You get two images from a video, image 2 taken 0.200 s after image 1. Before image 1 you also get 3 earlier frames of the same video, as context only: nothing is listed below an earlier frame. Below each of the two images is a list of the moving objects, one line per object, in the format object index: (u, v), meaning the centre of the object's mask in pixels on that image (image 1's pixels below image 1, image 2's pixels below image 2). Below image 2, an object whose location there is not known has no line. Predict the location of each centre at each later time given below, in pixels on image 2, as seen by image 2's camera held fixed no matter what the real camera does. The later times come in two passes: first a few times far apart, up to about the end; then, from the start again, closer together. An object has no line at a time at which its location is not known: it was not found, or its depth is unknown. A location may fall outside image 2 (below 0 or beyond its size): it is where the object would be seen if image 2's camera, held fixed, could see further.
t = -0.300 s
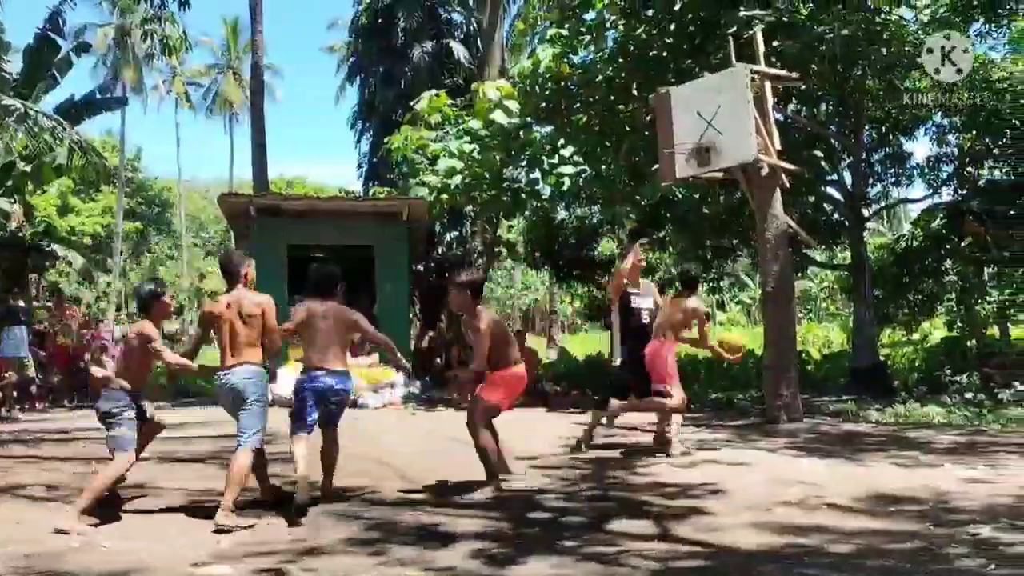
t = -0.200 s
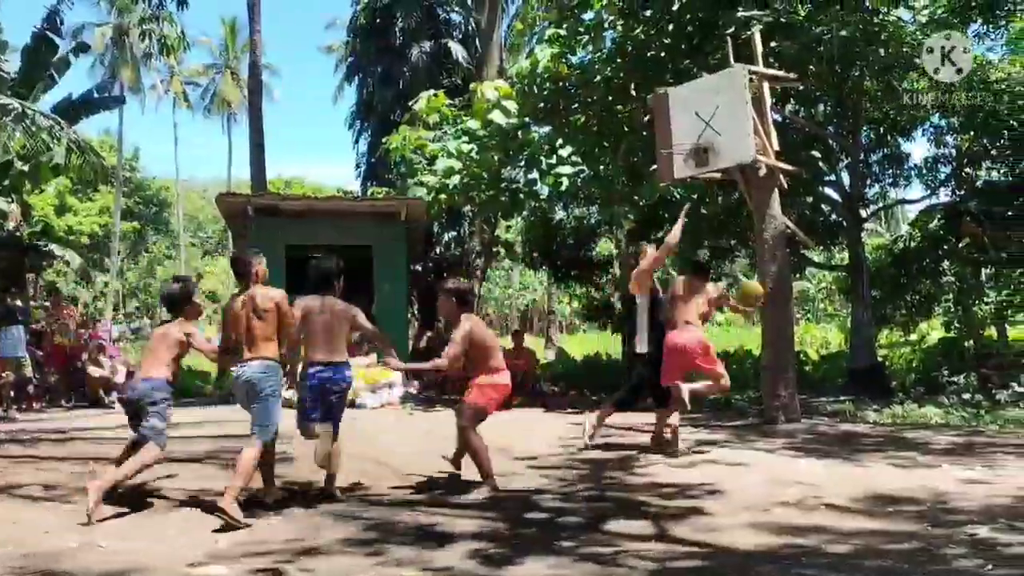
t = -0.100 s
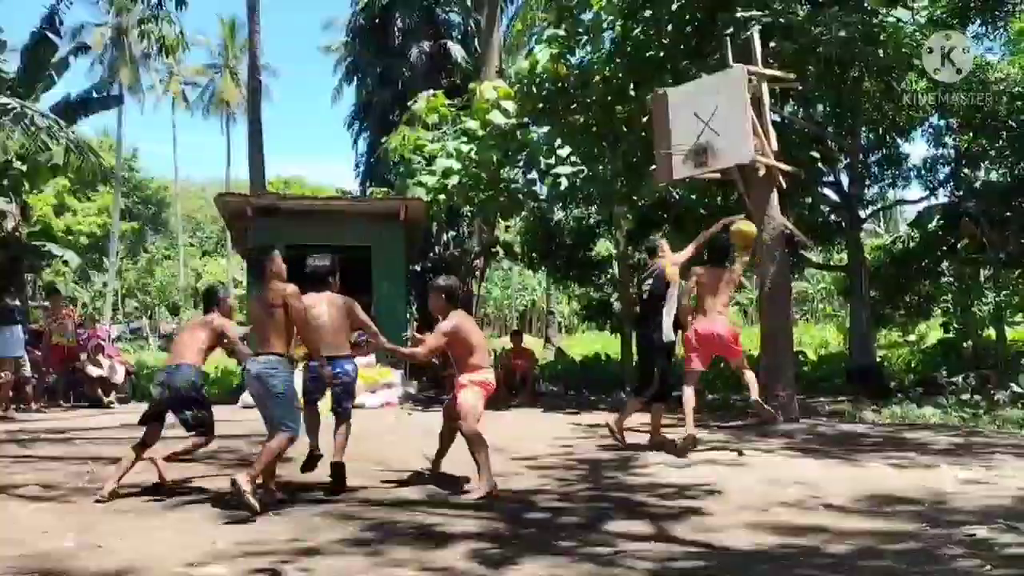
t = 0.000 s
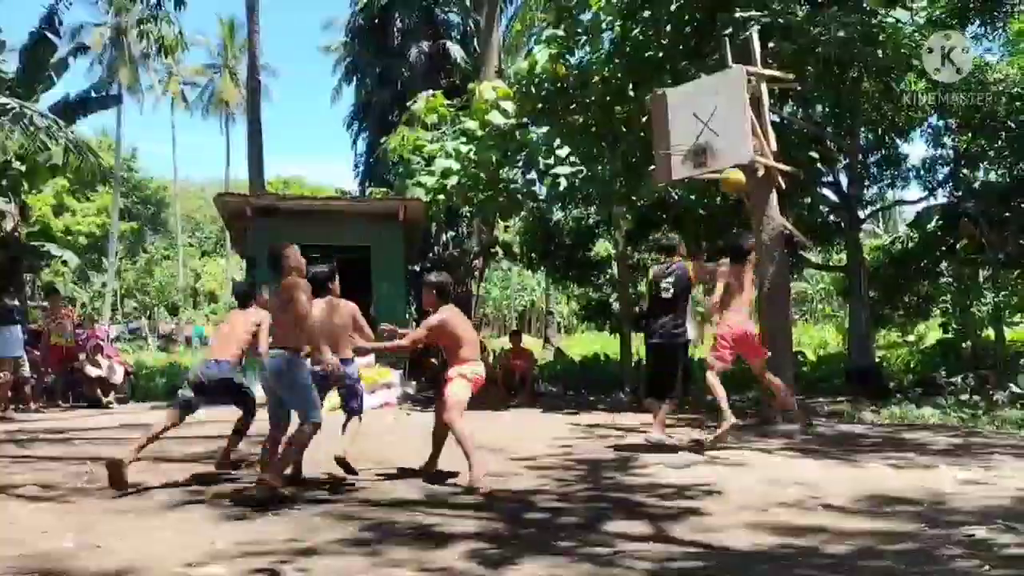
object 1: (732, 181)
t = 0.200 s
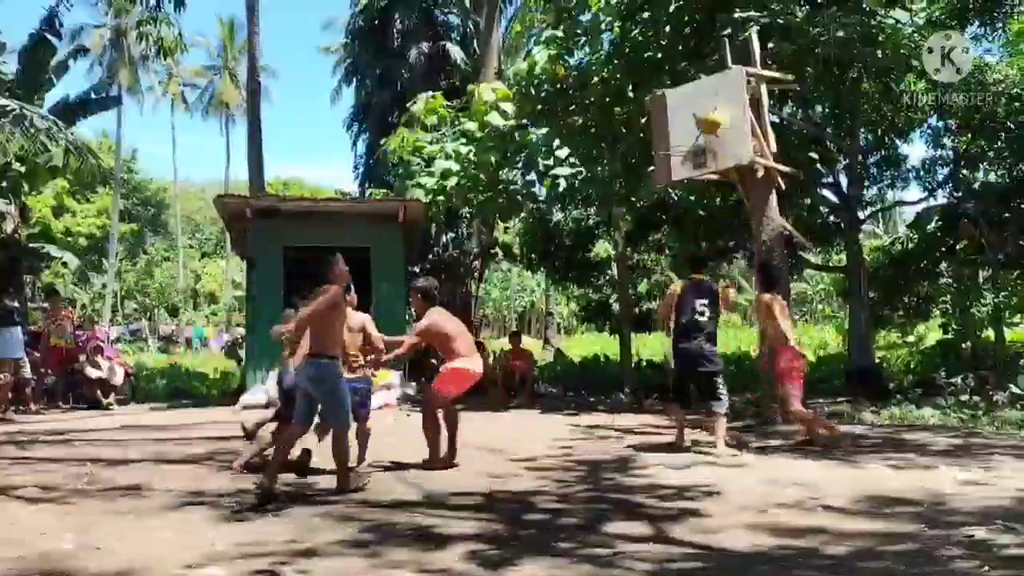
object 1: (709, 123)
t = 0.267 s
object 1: (700, 114)
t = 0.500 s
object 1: (667, 118)
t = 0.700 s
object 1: (634, 155)
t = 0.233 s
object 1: (703, 116)
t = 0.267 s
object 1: (700, 114)
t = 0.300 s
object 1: (693, 112)
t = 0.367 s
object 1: (684, 111)
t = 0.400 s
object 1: (679, 112)
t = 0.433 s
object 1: (675, 114)
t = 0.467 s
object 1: (672, 115)
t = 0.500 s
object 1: (667, 118)
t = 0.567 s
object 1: (657, 133)
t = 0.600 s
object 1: (651, 140)
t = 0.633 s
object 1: (645, 144)
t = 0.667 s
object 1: (640, 149)
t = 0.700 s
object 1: (634, 155)
